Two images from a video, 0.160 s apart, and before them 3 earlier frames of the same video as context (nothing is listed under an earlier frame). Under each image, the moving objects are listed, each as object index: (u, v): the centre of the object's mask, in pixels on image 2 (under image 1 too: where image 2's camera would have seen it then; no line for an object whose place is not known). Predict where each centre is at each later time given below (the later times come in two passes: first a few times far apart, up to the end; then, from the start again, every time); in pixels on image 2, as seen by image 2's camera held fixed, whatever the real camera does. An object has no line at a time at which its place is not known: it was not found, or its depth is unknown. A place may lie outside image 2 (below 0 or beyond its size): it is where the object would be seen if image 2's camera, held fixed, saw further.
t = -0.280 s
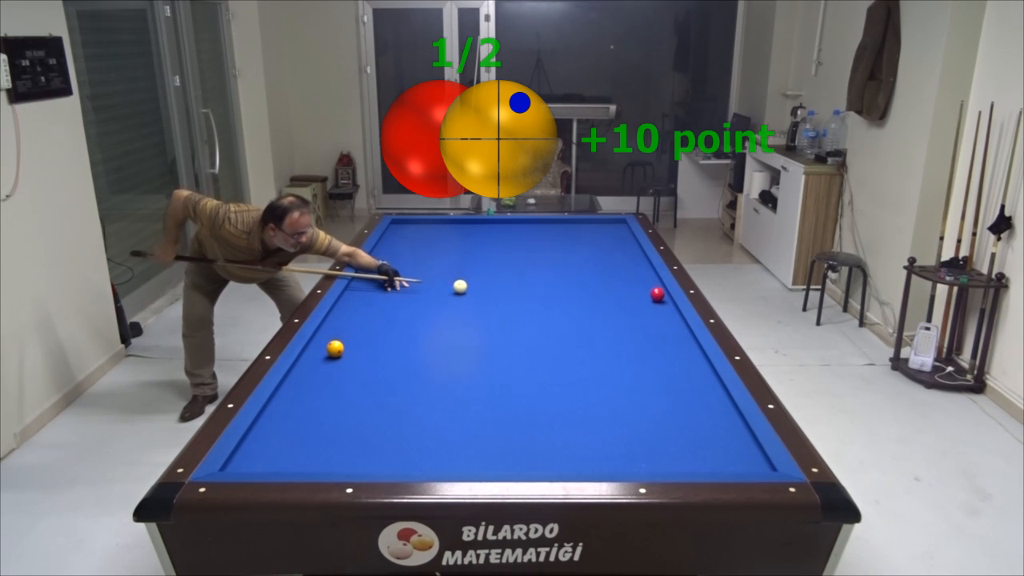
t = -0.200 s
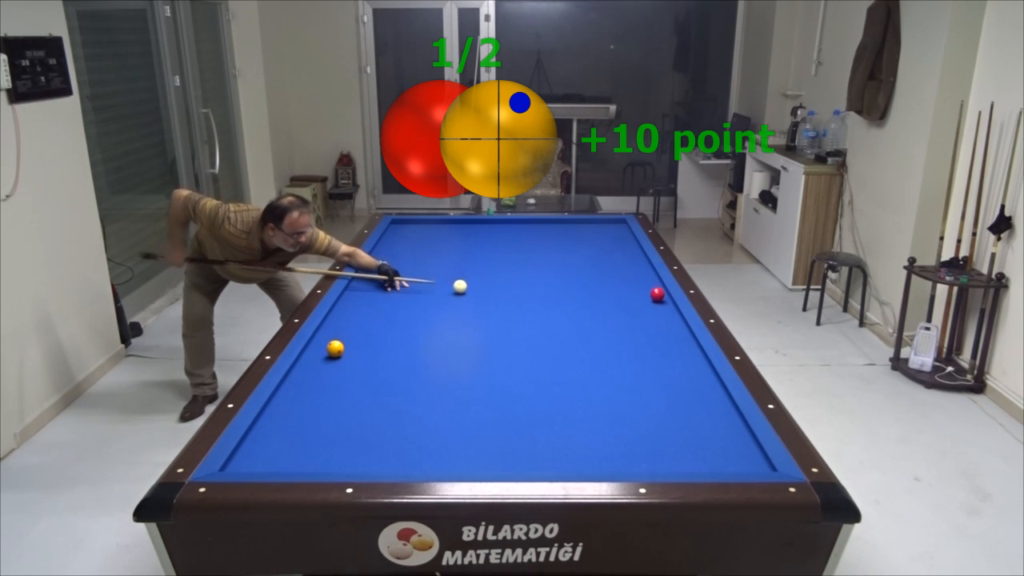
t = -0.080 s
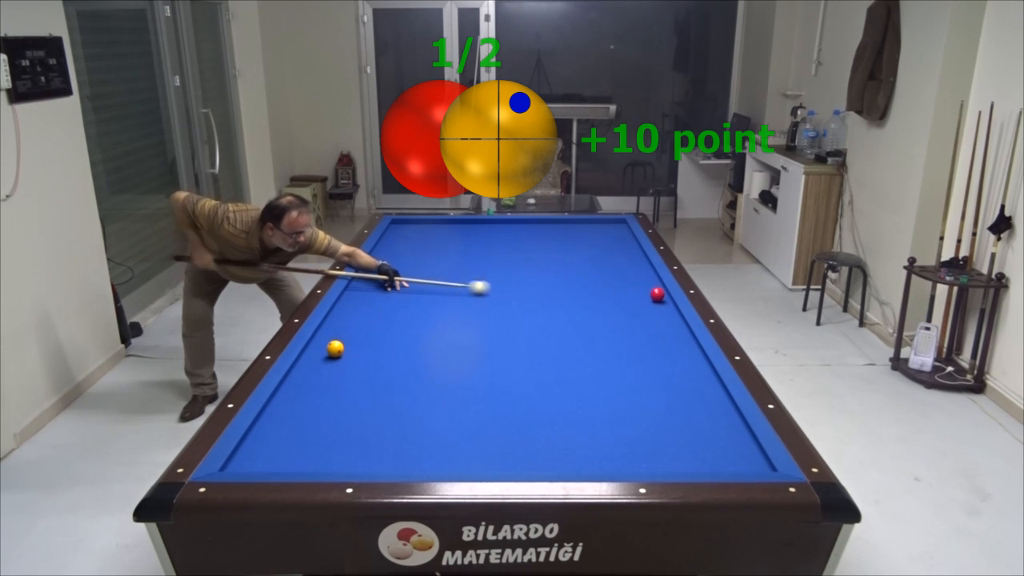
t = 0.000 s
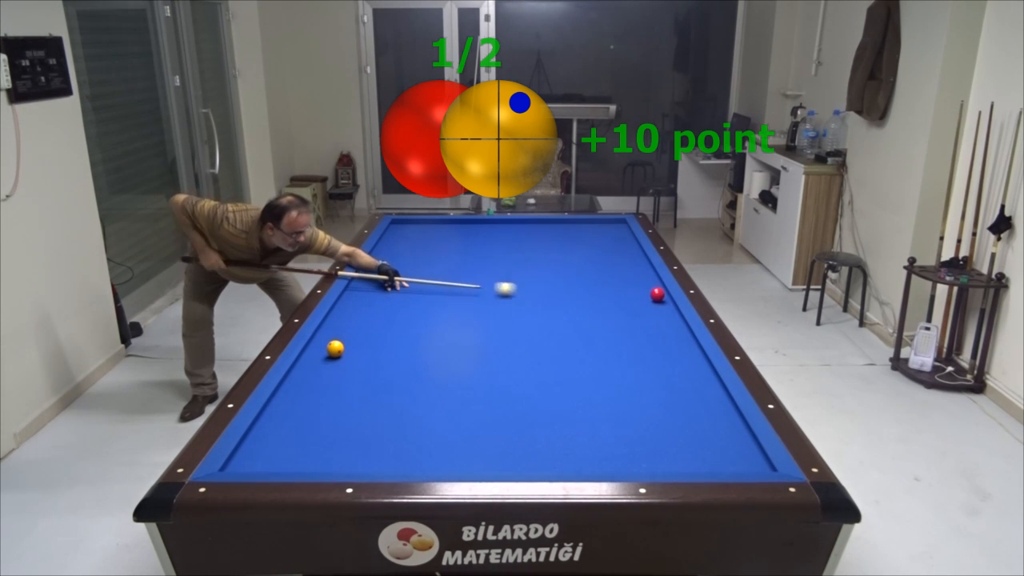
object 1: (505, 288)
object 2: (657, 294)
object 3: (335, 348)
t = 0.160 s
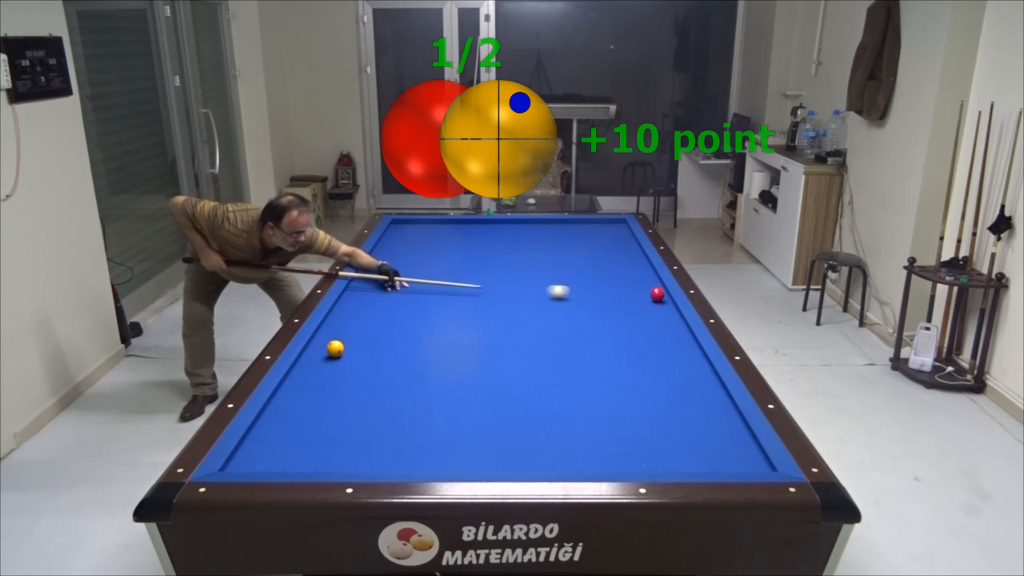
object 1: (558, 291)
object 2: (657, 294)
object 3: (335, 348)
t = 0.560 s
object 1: (665, 304)
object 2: (645, 291)
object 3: (335, 348)
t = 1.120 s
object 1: (637, 336)
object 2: (576, 284)
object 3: (335, 348)
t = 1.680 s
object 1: (597, 374)
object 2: (516, 277)
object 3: (335, 348)
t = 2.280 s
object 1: (544, 426)
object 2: (457, 270)
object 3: (335, 348)
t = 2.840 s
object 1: (478, 458)
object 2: (408, 265)
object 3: (335, 348)
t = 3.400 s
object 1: (415, 426)
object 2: (371, 261)
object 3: (335, 348)
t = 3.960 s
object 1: (364, 400)
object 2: (396, 258)
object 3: (335, 348)
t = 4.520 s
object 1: (321, 379)
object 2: (417, 257)
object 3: (335, 348)
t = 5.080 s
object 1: (311, 362)
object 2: (436, 255)
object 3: (335, 348)
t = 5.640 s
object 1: (337, 354)
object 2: (452, 254)
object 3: (339, 341)
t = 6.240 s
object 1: (355, 354)
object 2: (466, 253)
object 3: (345, 337)
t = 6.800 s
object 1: (367, 353)
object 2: (476, 252)
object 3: (350, 333)
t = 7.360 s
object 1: (376, 353)
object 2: (483, 251)
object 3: (353, 330)
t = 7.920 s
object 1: (380, 353)
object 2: (488, 251)
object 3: (356, 329)
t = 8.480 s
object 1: (380, 353)
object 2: (490, 250)
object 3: (356, 329)
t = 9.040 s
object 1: (380, 353)
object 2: (490, 250)
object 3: (356, 329)
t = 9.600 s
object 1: (380, 353)
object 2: (490, 250)
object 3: (356, 329)
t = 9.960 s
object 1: (380, 353)
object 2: (490, 250)
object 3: (356, 329)
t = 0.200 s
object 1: (571, 292)
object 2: (657, 294)
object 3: (335, 348)
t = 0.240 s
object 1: (585, 293)
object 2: (657, 294)
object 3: (335, 348)
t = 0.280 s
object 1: (598, 293)
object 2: (657, 294)
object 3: (335, 348)
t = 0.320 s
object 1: (611, 294)
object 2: (657, 294)
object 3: (335, 348)
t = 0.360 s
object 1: (625, 295)
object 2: (657, 294)
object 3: (335, 348)
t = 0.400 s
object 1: (638, 296)
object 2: (658, 294)
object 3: (335, 348)
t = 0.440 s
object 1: (647, 297)
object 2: (662, 294)
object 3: (335, 348)
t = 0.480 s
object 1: (652, 300)
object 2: (659, 291)
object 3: (335, 348)
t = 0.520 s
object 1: (658, 302)
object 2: (650, 291)
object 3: (335, 348)
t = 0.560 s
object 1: (665, 304)
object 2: (645, 291)
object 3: (335, 348)
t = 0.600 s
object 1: (669, 306)
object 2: (640, 291)
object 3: (335, 348)
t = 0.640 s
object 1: (666, 308)
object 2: (635, 290)
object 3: (335, 348)
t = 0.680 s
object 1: (663, 310)
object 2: (630, 290)
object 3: (335, 348)
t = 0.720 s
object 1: (661, 312)
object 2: (625, 289)
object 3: (335, 348)
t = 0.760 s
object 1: (659, 314)
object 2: (620, 289)
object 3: (335, 348)
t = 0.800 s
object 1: (657, 317)
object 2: (615, 288)
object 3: (335, 348)
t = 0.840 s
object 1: (654, 319)
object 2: (610, 288)
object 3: (335, 348)
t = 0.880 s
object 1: (652, 321)
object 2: (605, 287)
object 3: (335, 348)
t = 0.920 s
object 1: (649, 323)
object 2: (600, 287)
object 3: (335, 348)
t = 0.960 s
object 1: (647, 326)
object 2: (595, 286)
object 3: (335, 348)
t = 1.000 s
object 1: (645, 328)
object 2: (591, 285)
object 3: (335, 348)
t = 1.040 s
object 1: (642, 331)
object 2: (586, 285)
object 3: (335, 348)
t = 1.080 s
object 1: (640, 333)
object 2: (581, 284)
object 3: (335, 348)
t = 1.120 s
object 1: (637, 336)
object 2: (576, 284)
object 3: (335, 348)
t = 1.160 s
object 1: (635, 338)
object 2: (572, 283)
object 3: (335, 348)
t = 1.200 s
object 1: (632, 340)
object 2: (568, 283)
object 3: (335, 348)
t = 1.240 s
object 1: (629, 343)
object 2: (563, 282)
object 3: (335, 348)
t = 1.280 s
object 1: (626, 346)
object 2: (559, 282)
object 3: (335, 348)
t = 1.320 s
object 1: (624, 348)
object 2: (554, 281)
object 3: (335, 348)
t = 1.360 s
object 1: (621, 351)
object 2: (550, 280)
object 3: (335, 348)
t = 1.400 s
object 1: (618, 354)
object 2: (546, 280)
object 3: (335, 348)
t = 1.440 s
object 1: (615, 356)
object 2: (541, 280)
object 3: (335, 348)
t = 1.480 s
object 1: (612, 359)
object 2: (537, 279)
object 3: (335, 348)
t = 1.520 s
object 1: (610, 362)
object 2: (532, 279)
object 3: (335, 348)
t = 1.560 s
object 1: (607, 365)
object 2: (528, 278)
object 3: (335, 348)
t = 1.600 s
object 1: (604, 368)
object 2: (524, 278)
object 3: (335, 348)
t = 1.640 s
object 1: (601, 371)
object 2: (520, 277)
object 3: (335, 348)
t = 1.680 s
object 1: (597, 374)
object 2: (516, 277)
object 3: (335, 348)
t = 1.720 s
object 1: (594, 377)
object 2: (511, 276)
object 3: (335, 348)
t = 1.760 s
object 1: (591, 381)
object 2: (507, 276)
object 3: (335, 348)
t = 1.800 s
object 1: (588, 384)
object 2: (503, 276)
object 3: (335, 348)
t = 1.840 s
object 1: (585, 387)
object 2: (499, 275)
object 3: (335, 348)
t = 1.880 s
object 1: (581, 390)
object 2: (495, 275)
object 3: (335, 348)
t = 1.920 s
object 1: (578, 394)
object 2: (491, 274)
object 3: (335, 348)
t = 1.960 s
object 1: (574, 397)
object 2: (487, 274)
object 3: (335, 348)
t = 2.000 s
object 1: (571, 400)
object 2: (484, 273)
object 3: (335, 348)
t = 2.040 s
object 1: (567, 404)
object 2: (480, 273)
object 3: (335, 348)
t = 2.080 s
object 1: (563, 407)
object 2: (476, 272)
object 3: (335, 348)
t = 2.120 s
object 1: (560, 411)
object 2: (472, 272)
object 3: (335, 348)
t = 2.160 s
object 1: (556, 415)
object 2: (468, 272)
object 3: (335, 348)
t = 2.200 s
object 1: (552, 418)
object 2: (464, 271)
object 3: (335, 348)
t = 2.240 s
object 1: (548, 422)
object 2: (461, 271)
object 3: (335, 348)
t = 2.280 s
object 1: (544, 426)
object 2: (457, 270)
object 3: (335, 348)
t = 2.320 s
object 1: (540, 430)
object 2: (454, 270)
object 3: (335, 348)
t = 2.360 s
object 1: (536, 434)
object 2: (450, 270)
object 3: (335, 348)
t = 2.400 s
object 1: (531, 438)
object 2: (446, 269)
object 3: (335, 348)
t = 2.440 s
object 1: (527, 442)
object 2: (443, 269)
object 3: (335, 348)
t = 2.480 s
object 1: (523, 446)
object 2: (439, 268)
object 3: (335, 348)
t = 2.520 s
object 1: (518, 451)
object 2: (436, 268)
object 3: (335, 348)
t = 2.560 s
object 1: (514, 455)
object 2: (432, 268)
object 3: (335, 348)
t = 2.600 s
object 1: (509, 459)
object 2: (429, 267)
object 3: (335, 348)
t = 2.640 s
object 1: (505, 461)
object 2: (425, 267)
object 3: (335, 348)
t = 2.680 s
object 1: (500, 464)
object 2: (422, 266)
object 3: (335, 348)
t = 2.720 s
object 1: (494, 463)
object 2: (418, 266)
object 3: (335, 348)
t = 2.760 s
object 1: (489, 461)
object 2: (415, 266)
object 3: (335, 348)
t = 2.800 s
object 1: (483, 459)
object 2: (412, 265)
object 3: (335, 348)
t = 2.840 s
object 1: (478, 458)
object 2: (408, 265)
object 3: (335, 348)
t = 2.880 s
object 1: (473, 455)
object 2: (405, 265)
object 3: (335, 348)
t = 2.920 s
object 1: (469, 452)
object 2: (402, 264)
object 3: (335, 348)
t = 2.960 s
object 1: (464, 450)
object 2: (399, 264)
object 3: (335, 348)
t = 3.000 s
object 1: (459, 448)
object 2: (396, 264)
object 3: (335, 348)
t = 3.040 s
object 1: (454, 445)
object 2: (392, 263)
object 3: (335, 348)
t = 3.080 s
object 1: (450, 443)
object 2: (389, 263)
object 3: (335, 348)
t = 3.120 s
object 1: (445, 441)
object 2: (386, 263)
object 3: (335, 348)
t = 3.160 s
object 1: (441, 439)
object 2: (383, 262)
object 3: (335, 348)
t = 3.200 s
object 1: (436, 436)
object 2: (380, 262)
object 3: (335, 348)
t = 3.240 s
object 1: (432, 434)
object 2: (377, 262)
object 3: (335, 348)
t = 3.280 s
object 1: (428, 433)
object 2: (374, 262)
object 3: (335, 348)
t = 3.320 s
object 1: (423, 430)
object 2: (371, 261)
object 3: (335, 348)
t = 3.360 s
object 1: (419, 428)
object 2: (370, 261)
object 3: (335, 348)
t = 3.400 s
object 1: (415, 426)
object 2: (371, 261)
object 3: (335, 348)
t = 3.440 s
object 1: (411, 424)
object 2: (373, 260)
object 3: (335, 348)
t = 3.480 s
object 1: (407, 422)
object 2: (375, 260)
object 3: (335, 348)
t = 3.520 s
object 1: (403, 420)
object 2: (377, 260)
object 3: (335, 348)
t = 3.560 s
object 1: (399, 418)
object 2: (379, 260)
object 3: (335, 348)
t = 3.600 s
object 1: (395, 416)
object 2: (380, 260)
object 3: (335, 348)
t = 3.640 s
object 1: (392, 414)
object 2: (382, 260)
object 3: (335, 348)
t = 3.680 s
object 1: (388, 413)
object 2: (384, 259)
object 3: (335, 348)
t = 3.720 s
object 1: (384, 411)
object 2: (386, 259)
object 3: (335, 348)
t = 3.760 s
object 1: (381, 409)
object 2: (388, 259)
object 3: (335, 348)
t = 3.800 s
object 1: (377, 407)
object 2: (389, 259)
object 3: (335, 348)
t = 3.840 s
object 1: (374, 405)
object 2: (391, 259)
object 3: (335, 348)
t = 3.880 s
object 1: (370, 404)
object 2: (393, 259)
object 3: (335, 348)
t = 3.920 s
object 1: (367, 402)
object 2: (394, 258)
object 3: (335, 348)
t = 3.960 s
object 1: (364, 400)
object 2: (396, 258)
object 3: (335, 348)
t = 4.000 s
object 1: (360, 399)
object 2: (397, 258)
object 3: (335, 348)
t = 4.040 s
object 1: (357, 397)
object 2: (399, 258)
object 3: (335, 348)
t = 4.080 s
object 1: (354, 395)
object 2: (401, 258)
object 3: (335, 348)
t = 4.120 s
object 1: (351, 394)
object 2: (402, 258)
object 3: (335, 348)
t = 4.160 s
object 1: (348, 392)
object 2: (404, 258)
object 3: (335, 348)
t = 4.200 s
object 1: (345, 391)
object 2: (406, 258)
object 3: (335, 348)
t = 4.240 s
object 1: (342, 389)
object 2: (407, 257)
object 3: (335, 348)
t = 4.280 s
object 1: (339, 388)
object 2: (409, 257)
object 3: (335, 348)
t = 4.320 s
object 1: (336, 386)
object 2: (410, 257)
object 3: (335, 348)
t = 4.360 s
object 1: (333, 385)
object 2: (412, 257)
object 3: (335, 348)
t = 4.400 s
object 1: (330, 383)
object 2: (413, 257)
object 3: (335, 348)
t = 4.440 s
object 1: (327, 382)
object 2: (415, 257)
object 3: (335, 348)
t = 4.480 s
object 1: (325, 381)
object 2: (416, 257)
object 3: (335, 348)
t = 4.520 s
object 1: (321, 379)
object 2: (417, 257)
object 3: (335, 348)
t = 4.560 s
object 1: (319, 378)
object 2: (419, 256)
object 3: (335, 348)
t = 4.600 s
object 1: (316, 376)
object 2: (420, 256)
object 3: (335, 348)
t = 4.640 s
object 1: (314, 375)
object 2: (422, 256)
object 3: (335, 348)
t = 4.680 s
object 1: (311, 374)
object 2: (423, 256)
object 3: (335, 348)
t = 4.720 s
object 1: (309, 373)
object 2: (424, 256)
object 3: (335, 348)
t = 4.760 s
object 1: (306, 371)
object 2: (426, 256)
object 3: (335, 348)
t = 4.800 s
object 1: (304, 370)
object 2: (427, 256)
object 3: (335, 348)
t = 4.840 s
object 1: (301, 369)
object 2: (429, 256)
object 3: (335, 348)
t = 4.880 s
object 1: (299, 368)
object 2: (430, 255)
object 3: (335, 348)
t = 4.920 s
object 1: (301, 367)
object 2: (431, 255)
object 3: (335, 348)
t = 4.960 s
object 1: (303, 366)
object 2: (432, 255)
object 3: (335, 348)
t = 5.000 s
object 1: (306, 365)
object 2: (434, 255)
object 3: (335, 348)
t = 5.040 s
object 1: (308, 363)
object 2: (435, 255)
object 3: (335, 348)
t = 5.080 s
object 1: (311, 362)
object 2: (436, 255)
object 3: (335, 348)
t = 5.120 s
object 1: (313, 361)
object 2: (437, 255)
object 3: (335, 348)
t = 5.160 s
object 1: (315, 361)
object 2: (438, 255)
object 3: (335, 348)
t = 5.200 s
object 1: (318, 359)
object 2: (440, 255)
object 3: (335, 348)
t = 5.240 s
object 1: (320, 359)
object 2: (441, 255)
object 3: (335, 348)
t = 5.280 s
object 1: (322, 358)
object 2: (442, 255)
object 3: (336, 348)
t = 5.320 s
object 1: (324, 357)
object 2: (443, 255)
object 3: (336, 347)
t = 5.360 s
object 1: (327, 356)
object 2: (444, 254)
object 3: (337, 346)
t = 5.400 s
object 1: (328, 356)
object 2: (446, 254)
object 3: (337, 346)
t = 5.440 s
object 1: (330, 355)
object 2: (447, 254)
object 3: (338, 344)
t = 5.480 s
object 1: (331, 355)
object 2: (448, 254)
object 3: (338, 344)
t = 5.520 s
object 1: (333, 355)
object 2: (449, 254)
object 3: (338, 343)
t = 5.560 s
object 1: (334, 355)
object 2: (450, 254)
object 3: (338, 342)
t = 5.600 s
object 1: (336, 355)
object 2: (451, 254)
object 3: (339, 342)
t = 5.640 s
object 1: (337, 354)
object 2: (452, 254)
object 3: (339, 341)
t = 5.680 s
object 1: (338, 355)
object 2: (453, 254)
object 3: (339, 341)
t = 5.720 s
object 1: (340, 354)
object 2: (454, 254)
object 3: (339, 341)
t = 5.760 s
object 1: (341, 354)
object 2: (455, 253)
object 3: (340, 340)
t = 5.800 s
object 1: (342, 354)
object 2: (456, 253)
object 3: (341, 340)
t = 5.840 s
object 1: (344, 354)
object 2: (457, 253)
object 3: (341, 340)
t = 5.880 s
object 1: (345, 354)
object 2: (458, 253)
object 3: (341, 340)
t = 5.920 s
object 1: (346, 354)
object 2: (459, 253)
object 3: (342, 339)
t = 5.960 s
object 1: (347, 354)
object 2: (460, 253)
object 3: (342, 339)
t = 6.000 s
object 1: (348, 354)
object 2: (461, 253)
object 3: (343, 339)
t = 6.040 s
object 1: (349, 354)
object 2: (461, 253)
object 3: (343, 338)
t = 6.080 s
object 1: (351, 354)
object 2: (462, 253)
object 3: (344, 338)
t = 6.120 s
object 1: (352, 354)
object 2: (463, 253)
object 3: (344, 338)
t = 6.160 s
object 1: (353, 354)
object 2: (464, 253)
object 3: (344, 338)
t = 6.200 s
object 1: (354, 354)
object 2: (465, 253)
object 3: (345, 338)
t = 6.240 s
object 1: (355, 354)
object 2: (466, 253)
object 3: (345, 337)
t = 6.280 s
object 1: (356, 353)
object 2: (467, 253)
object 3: (346, 337)
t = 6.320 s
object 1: (357, 353)
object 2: (467, 252)
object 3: (346, 337)
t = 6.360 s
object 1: (358, 353)
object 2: (468, 252)
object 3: (346, 336)
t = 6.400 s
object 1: (359, 353)
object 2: (469, 252)
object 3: (347, 336)
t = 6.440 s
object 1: (360, 353)
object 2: (470, 252)
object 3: (347, 335)
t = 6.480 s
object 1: (361, 353)
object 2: (470, 252)
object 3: (347, 335)
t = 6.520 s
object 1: (361, 353)
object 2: (471, 252)
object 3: (348, 335)
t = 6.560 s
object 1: (362, 353)
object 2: (472, 252)
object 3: (348, 335)
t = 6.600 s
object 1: (363, 353)
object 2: (473, 252)
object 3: (348, 334)
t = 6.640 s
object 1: (364, 353)
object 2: (473, 252)
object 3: (348, 334)
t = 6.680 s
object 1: (365, 353)
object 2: (474, 252)
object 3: (349, 334)
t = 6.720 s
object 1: (366, 353)
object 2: (474, 252)
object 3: (349, 333)
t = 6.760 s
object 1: (367, 353)
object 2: (475, 252)
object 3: (350, 333)
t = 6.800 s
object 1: (367, 353)
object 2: (476, 252)
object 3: (350, 333)
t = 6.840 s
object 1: (368, 353)
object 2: (476, 252)
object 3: (350, 333)
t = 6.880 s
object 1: (369, 353)
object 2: (477, 252)
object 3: (350, 332)
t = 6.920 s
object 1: (370, 353)
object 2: (478, 252)
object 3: (351, 333)
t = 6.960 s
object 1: (370, 353)
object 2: (478, 252)
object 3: (351, 332)
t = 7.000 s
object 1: (371, 353)
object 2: (479, 252)
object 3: (351, 332)
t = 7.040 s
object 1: (372, 353)
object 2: (479, 252)
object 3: (351, 332)
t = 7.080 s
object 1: (372, 353)
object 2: (480, 251)
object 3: (352, 331)
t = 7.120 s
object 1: (373, 353)
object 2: (480, 251)
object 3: (352, 331)
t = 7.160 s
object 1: (373, 353)
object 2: (481, 251)
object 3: (352, 331)
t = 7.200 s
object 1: (374, 353)
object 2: (481, 251)
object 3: (353, 331)
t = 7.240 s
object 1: (374, 353)
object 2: (482, 251)
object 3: (353, 331)
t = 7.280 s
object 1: (375, 353)
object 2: (482, 251)
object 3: (353, 330)
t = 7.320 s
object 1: (375, 353)
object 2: (483, 251)
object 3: (353, 330)
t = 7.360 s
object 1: (376, 353)
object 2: (483, 251)
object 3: (353, 330)
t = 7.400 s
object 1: (376, 353)
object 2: (483, 251)
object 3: (353, 330)
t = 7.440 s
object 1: (376, 353)
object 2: (484, 251)
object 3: (354, 330)
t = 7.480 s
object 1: (377, 353)
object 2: (484, 251)
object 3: (354, 330)
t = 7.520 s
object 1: (377, 353)
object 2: (485, 251)
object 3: (354, 329)
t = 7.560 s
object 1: (377, 353)
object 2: (485, 251)
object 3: (354, 329)
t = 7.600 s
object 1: (378, 353)
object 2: (485, 251)
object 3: (355, 329)
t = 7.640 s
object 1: (378, 353)
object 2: (486, 251)
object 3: (355, 329)
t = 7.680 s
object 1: (378, 353)
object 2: (486, 251)
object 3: (355, 329)
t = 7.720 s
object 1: (379, 353)
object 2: (486, 251)
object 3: (355, 329)
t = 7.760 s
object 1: (379, 353)
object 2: (487, 251)
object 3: (355, 329)
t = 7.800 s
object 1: (379, 353)
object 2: (487, 251)
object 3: (355, 329)
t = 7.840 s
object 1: (379, 353)
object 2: (487, 251)
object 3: (355, 329)
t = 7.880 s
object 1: (379, 353)
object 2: (487, 251)
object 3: (356, 329)
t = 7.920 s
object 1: (380, 353)
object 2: (488, 251)
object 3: (356, 329)
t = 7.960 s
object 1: (380, 353)
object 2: (488, 251)
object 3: (356, 329)
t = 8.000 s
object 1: (380, 353)
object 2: (488, 251)
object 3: (356, 329)
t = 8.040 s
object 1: (380, 353)
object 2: (488, 251)
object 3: (356, 329)
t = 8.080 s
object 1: (380, 353)
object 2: (489, 250)
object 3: (356, 329)
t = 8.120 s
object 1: (380, 353)
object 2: (489, 250)
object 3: (356, 329)
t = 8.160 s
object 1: (380, 353)
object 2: (489, 250)
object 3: (356, 329)
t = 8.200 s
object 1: (380, 353)
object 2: (489, 250)
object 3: (356, 329)
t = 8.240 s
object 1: (380, 353)
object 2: (489, 250)
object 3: (356, 329)
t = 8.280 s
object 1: (380, 353)
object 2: (489, 250)
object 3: (356, 329)
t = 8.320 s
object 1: (380, 353)
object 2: (490, 250)
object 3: (356, 329)
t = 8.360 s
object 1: (380, 353)
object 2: (490, 250)
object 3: (356, 329)
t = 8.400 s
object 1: (380, 353)
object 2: (490, 250)
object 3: (356, 329)
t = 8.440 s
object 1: (380, 353)
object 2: (490, 250)
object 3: (356, 329)
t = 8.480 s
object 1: (380, 353)
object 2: (490, 250)
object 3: (356, 329)
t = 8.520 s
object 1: (380, 353)
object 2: (490, 250)
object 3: (356, 329)
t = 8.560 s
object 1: (380, 353)
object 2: (490, 250)
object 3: (356, 329)
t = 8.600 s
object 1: (380, 353)
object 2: (490, 250)
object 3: (356, 329)
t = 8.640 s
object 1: (380, 353)
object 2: (490, 250)
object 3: (356, 329)
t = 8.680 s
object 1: (380, 353)
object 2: (490, 250)
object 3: (356, 329)
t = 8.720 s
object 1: (380, 353)
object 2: (490, 250)
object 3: (356, 329)
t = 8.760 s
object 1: (380, 353)
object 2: (490, 250)
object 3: (356, 329)
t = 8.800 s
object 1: (380, 353)
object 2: (490, 250)
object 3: (356, 329)
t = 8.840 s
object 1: (380, 353)
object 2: (490, 250)
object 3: (356, 329)
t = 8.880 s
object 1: (380, 353)
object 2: (490, 250)
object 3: (356, 329)
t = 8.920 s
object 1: (380, 353)
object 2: (490, 250)
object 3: (356, 329)
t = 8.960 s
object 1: (380, 353)
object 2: (490, 250)
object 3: (356, 329)
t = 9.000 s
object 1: (380, 353)
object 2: (490, 250)
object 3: (356, 329)
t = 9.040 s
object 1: (380, 353)
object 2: (490, 250)
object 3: (356, 329)
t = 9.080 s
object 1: (380, 353)
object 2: (490, 250)
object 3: (356, 329)
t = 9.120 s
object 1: (380, 353)
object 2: (490, 250)
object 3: (356, 329)
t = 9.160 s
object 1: (380, 353)
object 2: (490, 250)
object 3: (356, 329)
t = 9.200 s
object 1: (380, 353)
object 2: (490, 250)
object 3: (356, 329)
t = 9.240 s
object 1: (380, 353)
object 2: (490, 250)
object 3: (356, 329)
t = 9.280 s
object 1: (380, 353)
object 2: (490, 250)
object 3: (356, 329)
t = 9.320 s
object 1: (380, 353)
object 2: (490, 250)
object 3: (356, 329)
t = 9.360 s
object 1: (380, 353)
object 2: (490, 250)
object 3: (356, 329)
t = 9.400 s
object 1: (380, 353)
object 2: (490, 250)
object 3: (356, 329)
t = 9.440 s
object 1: (380, 353)
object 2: (490, 250)
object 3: (356, 329)
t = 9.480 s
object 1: (380, 353)
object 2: (490, 250)
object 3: (356, 329)
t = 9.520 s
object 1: (380, 353)
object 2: (490, 250)
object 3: (356, 329)
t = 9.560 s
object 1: (380, 353)
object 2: (490, 250)
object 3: (356, 329)
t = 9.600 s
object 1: (380, 353)
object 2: (490, 250)
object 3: (356, 329)
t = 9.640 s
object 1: (380, 353)
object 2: (490, 250)
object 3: (356, 329)
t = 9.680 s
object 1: (380, 353)
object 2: (490, 250)
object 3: (356, 329)
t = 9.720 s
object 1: (380, 353)
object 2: (490, 250)
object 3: (356, 329)
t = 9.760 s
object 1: (380, 353)
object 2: (490, 250)
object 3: (356, 329)
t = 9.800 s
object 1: (380, 353)
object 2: (490, 250)
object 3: (356, 329)
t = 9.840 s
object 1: (380, 353)
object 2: (490, 250)
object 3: (356, 329)
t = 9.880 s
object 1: (380, 353)
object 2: (490, 250)
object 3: (356, 329)
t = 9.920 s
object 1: (380, 353)
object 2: (490, 250)
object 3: (356, 329)
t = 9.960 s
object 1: (380, 353)
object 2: (490, 250)
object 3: (356, 329)
